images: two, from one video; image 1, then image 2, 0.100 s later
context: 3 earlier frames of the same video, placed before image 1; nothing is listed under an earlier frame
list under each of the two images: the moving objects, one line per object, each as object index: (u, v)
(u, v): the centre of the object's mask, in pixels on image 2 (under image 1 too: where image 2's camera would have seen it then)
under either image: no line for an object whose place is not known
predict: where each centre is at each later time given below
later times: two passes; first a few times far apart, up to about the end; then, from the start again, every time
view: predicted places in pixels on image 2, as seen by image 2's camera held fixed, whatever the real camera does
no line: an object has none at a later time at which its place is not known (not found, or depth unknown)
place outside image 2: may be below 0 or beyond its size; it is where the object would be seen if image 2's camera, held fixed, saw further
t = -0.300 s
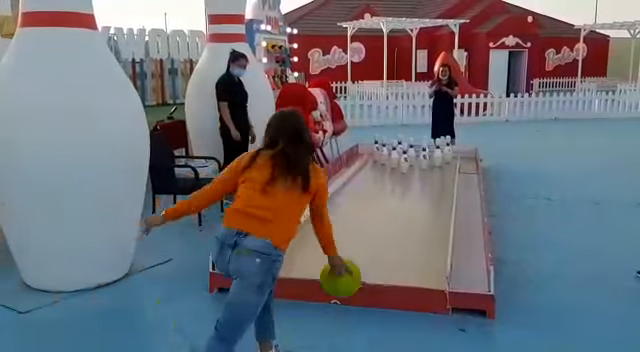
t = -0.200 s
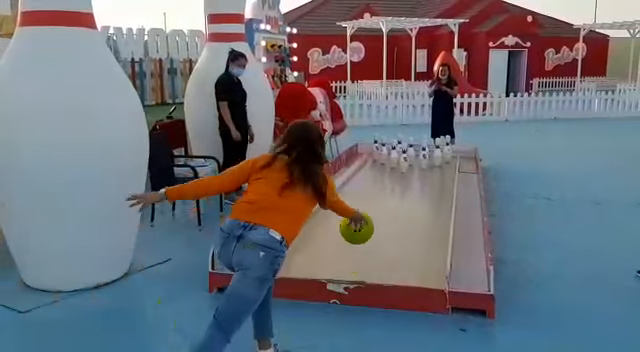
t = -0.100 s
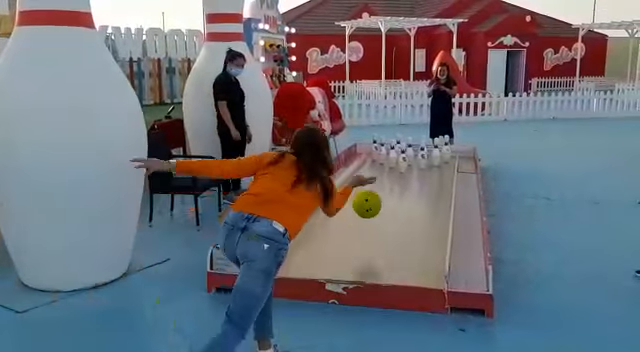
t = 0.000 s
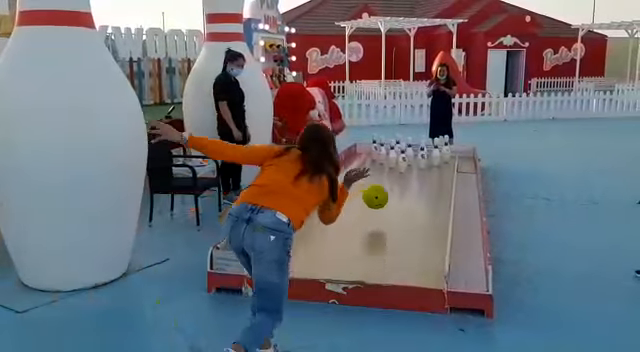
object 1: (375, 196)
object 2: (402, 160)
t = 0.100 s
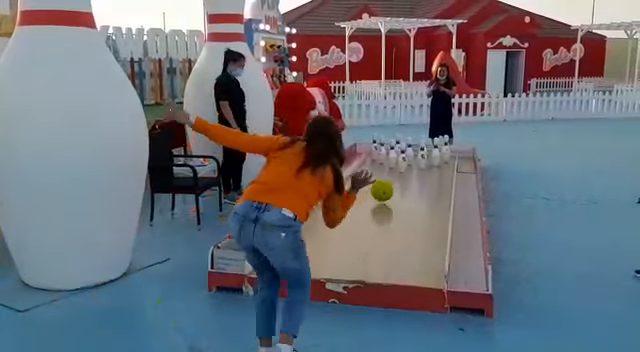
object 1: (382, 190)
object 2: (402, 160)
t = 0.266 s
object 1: (390, 174)
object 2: (402, 160)
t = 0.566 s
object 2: (410, 155)
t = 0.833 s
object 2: (412, 158)
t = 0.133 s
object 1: (384, 186)
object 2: (402, 161)
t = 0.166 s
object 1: (386, 183)
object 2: (402, 160)
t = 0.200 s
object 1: (388, 181)
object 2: (402, 160)
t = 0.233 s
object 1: (389, 177)
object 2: (402, 160)
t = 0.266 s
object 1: (390, 174)
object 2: (402, 160)
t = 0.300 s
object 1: (391, 170)
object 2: (402, 160)
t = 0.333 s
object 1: (392, 168)
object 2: (402, 159)
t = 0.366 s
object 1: (394, 166)
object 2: (403, 159)
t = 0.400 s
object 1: (392, 164)
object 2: (406, 155)
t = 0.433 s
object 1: (391, 163)
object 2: (407, 154)
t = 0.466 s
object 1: (391, 162)
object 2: (410, 154)
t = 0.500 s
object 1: (390, 162)
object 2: (412, 156)
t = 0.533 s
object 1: (387, 160)
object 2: (411, 155)
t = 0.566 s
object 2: (410, 155)
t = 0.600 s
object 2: (408, 157)
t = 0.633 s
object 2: (408, 158)
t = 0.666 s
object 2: (408, 158)
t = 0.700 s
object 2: (408, 158)
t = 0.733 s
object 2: (407, 157)
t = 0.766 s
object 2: (409, 158)
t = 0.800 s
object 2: (410, 158)
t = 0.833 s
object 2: (412, 158)
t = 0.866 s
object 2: (413, 158)
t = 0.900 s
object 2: (413, 158)
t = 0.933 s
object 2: (414, 158)
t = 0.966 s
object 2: (414, 158)
